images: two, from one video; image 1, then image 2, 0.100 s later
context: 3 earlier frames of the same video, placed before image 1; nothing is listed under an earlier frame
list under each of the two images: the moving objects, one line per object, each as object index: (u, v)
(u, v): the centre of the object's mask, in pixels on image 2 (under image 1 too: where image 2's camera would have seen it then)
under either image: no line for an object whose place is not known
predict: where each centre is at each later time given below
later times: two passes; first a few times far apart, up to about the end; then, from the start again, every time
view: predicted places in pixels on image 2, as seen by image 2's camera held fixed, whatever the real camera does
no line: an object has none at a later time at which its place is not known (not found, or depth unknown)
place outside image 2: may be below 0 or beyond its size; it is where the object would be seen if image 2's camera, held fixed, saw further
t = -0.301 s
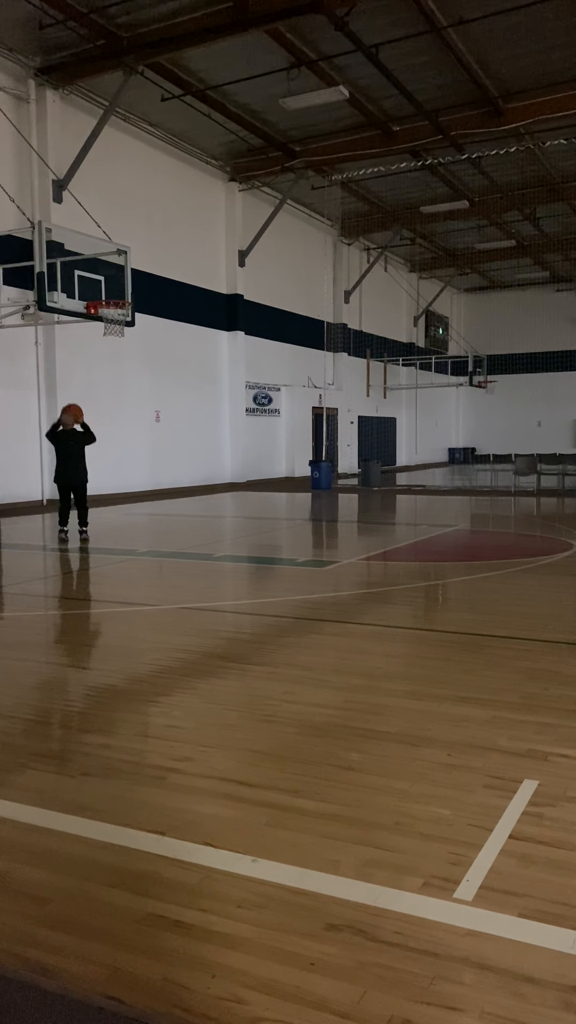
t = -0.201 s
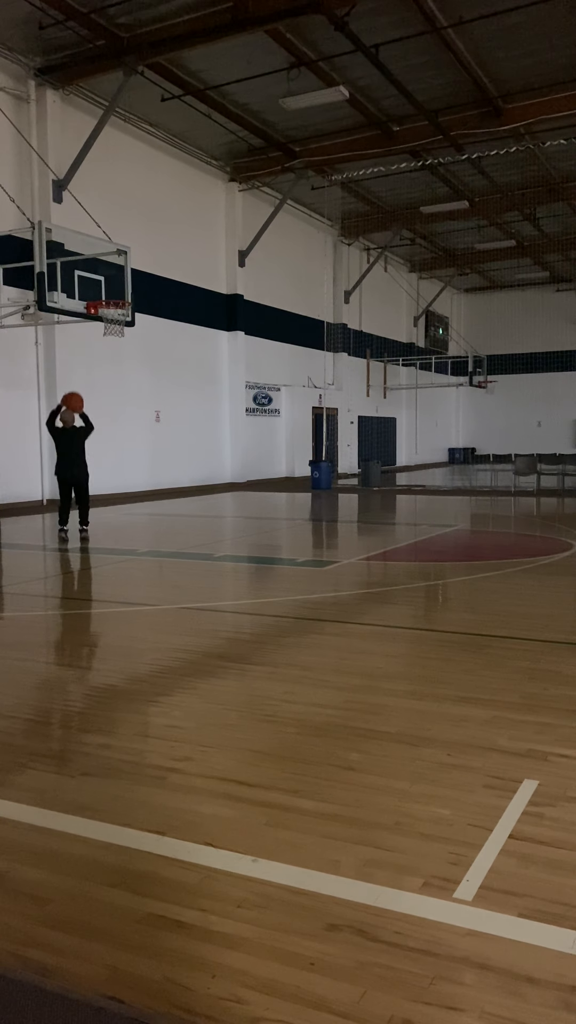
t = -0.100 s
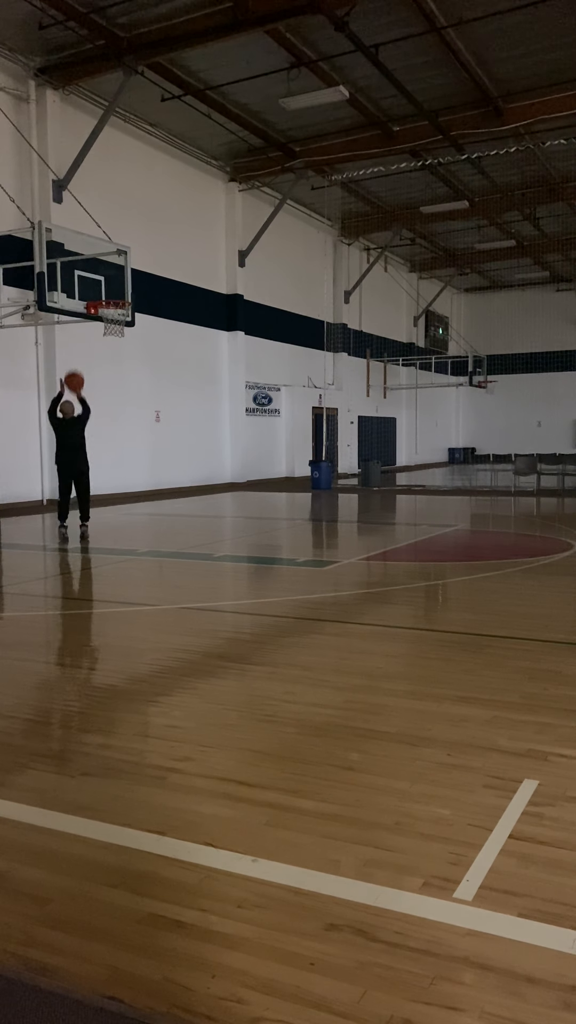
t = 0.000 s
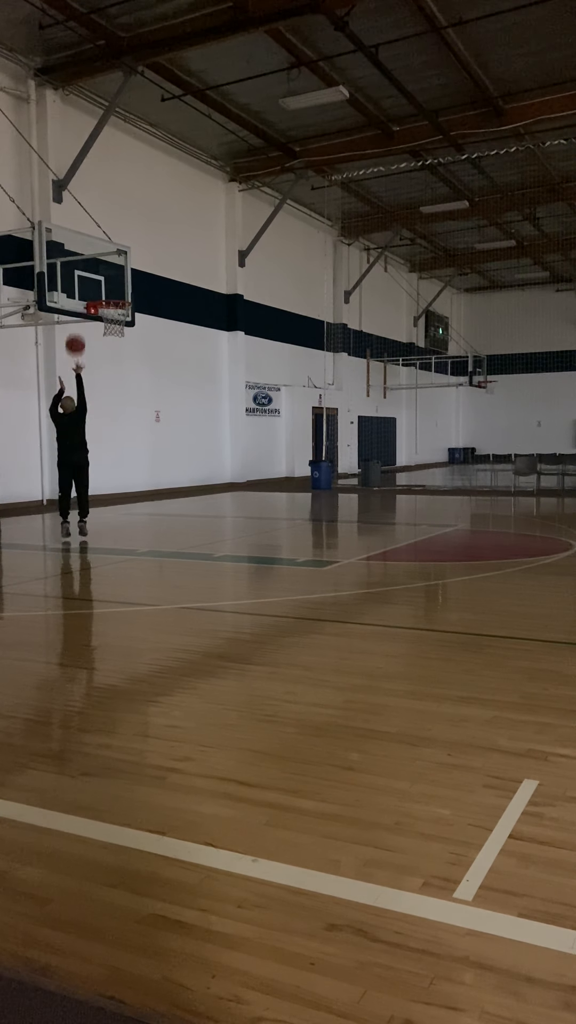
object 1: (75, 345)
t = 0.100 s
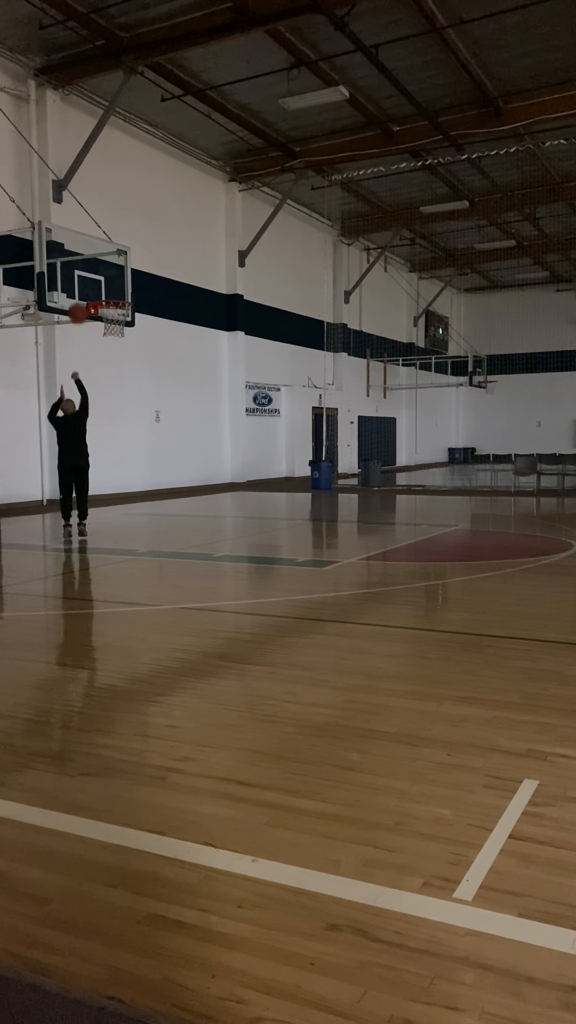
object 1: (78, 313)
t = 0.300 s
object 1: (82, 277)
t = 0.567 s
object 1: (105, 279)
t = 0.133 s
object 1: (80, 306)
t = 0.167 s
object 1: (80, 297)
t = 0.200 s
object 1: (80, 291)
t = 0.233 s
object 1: (81, 285)
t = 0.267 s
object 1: (82, 280)
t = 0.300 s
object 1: (82, 277)
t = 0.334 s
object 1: (84, 273)
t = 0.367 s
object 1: (85, 272)
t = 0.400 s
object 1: (85, 270)
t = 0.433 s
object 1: (87, 270)
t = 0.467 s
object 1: (91, 270)
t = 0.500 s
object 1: (96, 273)
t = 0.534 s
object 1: (100, 276)
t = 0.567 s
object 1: (105, 279)
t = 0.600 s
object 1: (109, 284)
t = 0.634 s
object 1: (114, 290)
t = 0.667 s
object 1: (116, 294)
